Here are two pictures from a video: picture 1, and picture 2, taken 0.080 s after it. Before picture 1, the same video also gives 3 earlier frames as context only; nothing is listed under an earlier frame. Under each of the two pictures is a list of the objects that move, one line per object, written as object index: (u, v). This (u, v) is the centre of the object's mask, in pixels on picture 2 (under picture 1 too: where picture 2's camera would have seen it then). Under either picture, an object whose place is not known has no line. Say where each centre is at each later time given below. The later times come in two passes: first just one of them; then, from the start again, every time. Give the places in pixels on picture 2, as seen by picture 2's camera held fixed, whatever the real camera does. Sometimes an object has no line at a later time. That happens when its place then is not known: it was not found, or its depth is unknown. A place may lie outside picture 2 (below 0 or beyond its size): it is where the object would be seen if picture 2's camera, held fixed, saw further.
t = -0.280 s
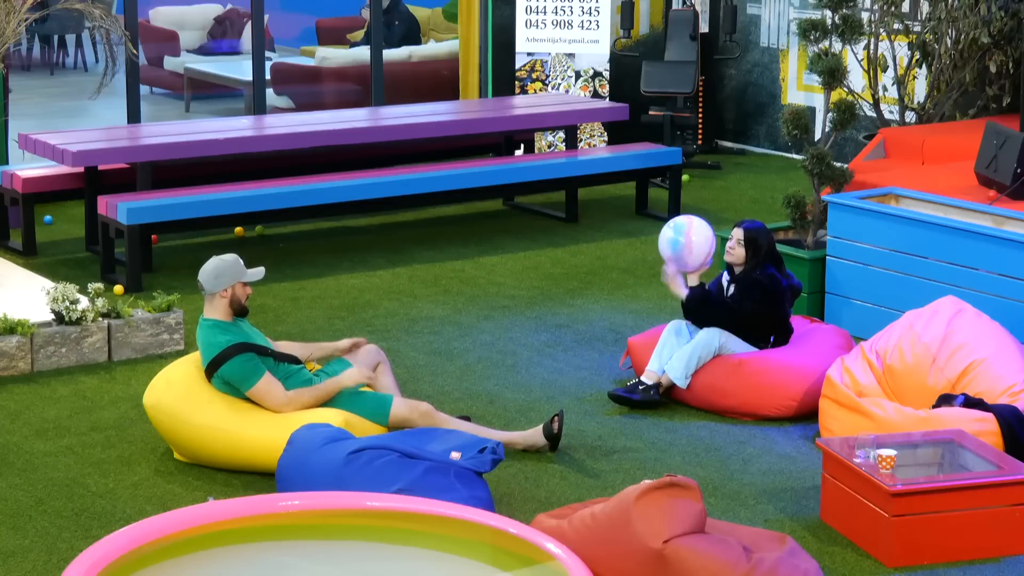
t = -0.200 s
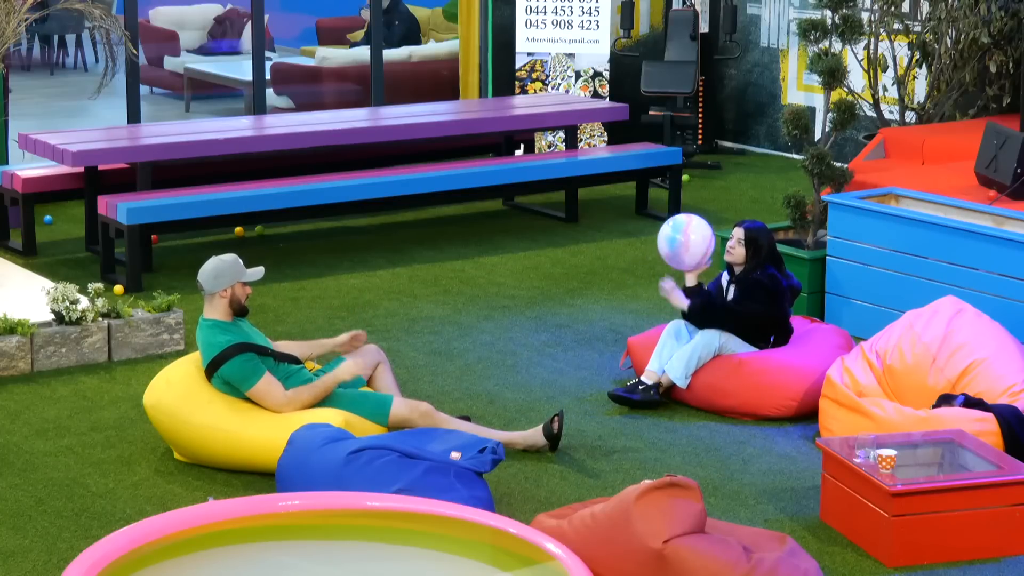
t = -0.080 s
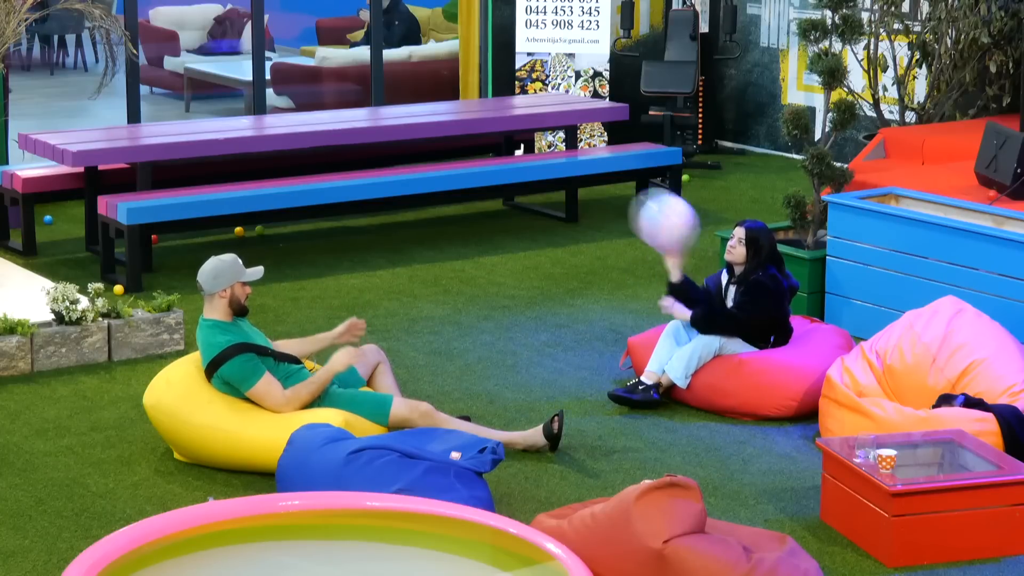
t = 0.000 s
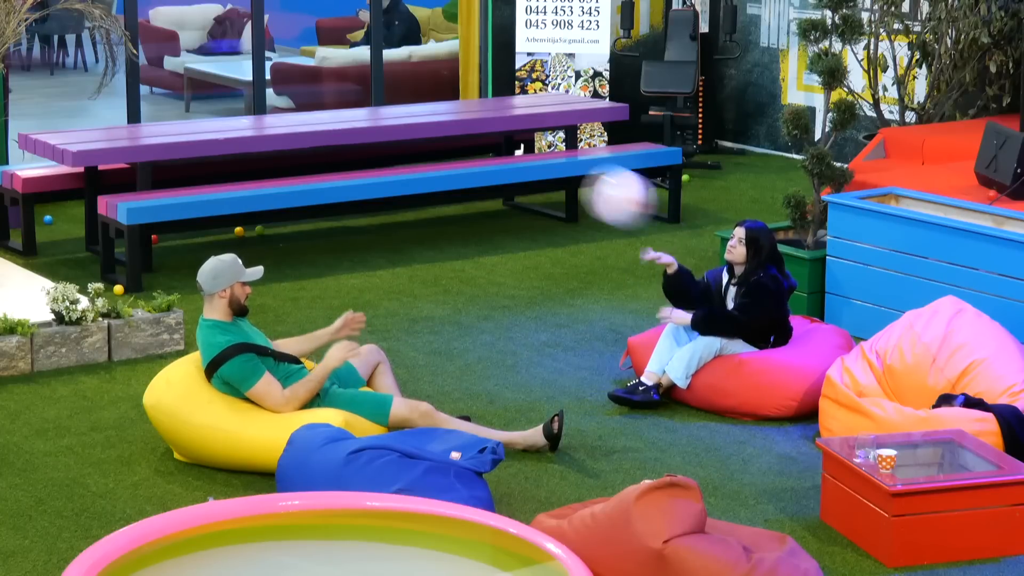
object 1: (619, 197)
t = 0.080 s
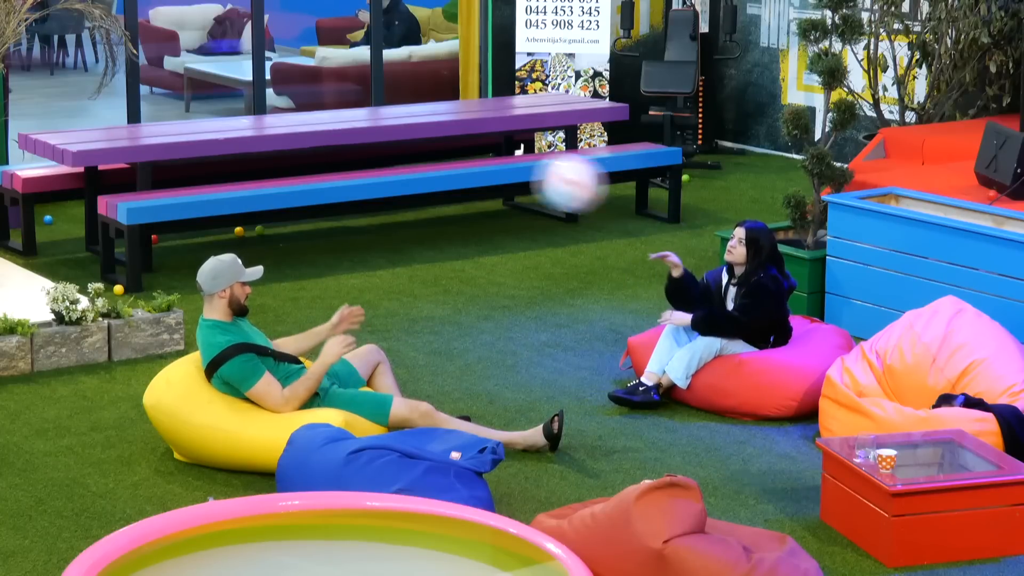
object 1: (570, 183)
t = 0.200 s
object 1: (495, 185)
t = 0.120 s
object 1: (545, 181)
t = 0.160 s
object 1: (520, 181)
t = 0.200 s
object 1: (495, 185)
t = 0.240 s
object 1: (471, 193)
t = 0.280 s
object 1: (446, 204)
